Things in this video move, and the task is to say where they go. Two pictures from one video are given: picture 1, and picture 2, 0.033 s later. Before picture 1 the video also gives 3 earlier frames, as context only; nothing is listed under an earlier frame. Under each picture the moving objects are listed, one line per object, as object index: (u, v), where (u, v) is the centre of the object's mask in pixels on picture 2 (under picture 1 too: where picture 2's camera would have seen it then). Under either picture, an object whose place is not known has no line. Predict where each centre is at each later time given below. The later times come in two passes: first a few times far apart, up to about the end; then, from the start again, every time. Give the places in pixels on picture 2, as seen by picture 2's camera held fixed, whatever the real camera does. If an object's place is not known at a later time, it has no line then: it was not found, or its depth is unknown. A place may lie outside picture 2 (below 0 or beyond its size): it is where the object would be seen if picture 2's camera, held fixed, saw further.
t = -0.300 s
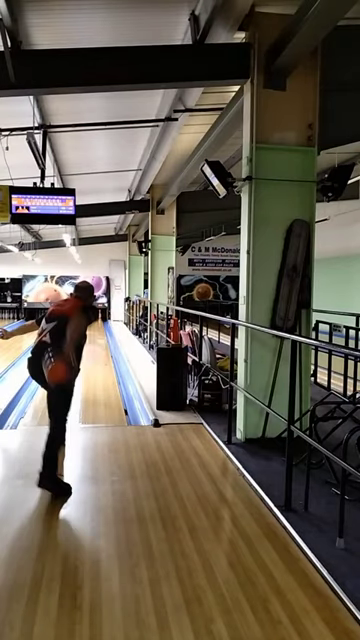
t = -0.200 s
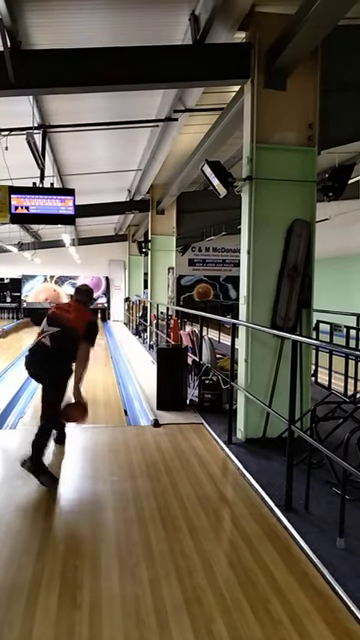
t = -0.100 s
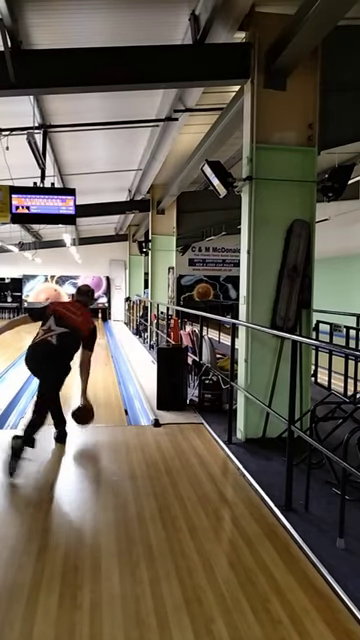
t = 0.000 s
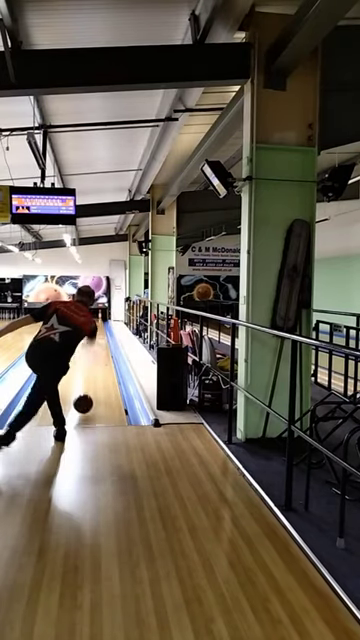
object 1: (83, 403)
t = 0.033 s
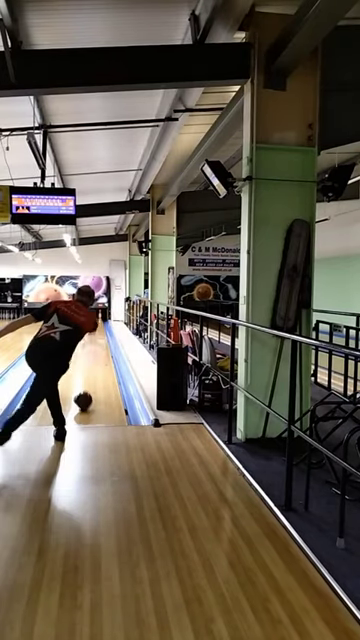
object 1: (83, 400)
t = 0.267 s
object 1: (83, 373)
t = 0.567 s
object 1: (83, 353)
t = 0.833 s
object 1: (82, 342)
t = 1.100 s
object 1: (82, 334)
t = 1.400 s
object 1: (82, 327)
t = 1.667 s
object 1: (81, 323)
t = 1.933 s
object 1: (80, 320)
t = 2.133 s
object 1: (80, 319)
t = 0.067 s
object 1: (83, 396)
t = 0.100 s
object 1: (83, 392)
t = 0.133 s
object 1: (83, 387)
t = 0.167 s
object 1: (83, 384)
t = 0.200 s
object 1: (83, 380)
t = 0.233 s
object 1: (83, 377)
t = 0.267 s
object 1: (83, 373)
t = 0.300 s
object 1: (83, 370)
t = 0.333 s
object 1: (83, 368)
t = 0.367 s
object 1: (83, 365)
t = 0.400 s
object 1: (83, 363)
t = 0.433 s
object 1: (83, 361)
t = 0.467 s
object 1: (83, 359)
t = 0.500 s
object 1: (83, 357)
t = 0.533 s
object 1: (83, 355)
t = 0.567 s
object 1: (83, 353)
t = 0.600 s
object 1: (83, 351)
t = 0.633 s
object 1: (83, 350)
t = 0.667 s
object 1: (83, 348)
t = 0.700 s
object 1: (84, 347)
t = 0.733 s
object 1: (83, 346)
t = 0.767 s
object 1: (82, 344)
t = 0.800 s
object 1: (82, 343)
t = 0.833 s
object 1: (82, 342)
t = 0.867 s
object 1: (82, 341)
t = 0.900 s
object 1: (83, 340)
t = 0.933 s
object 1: (83, 339)
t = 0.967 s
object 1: (82, 338)
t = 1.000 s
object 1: (82, 337)
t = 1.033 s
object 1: (82, 336)
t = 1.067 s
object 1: (82, 335)
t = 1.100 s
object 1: (82, 334)
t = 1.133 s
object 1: (82, 333)
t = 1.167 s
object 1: (82, 332)
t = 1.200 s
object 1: (82, 331)
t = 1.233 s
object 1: (82, 331)
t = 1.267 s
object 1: (82, 330)
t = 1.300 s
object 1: (82, 329)
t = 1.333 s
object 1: (82, 329)
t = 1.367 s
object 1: (82, 328)
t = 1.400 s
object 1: (82, 327)
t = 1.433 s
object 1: (82, 327)
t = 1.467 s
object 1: (82, 326)
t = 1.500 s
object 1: (82, 325)
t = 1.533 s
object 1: (82, 325)
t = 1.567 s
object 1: (82, 325)
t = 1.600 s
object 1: (82, 324)
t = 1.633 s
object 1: (82, 323)
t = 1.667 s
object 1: (81, 323)
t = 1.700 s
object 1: (81, 323)
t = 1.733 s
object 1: (81, 322)
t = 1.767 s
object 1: (81, 322)
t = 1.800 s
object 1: (81, 321)
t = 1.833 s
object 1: (81, 320)
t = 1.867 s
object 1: (81, 320)
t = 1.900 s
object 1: (81, 320)
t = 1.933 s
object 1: (80, 320)
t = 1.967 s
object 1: (80, 319)
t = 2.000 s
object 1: (80, 319)
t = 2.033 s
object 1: (80, 320)
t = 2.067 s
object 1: (80, 319)
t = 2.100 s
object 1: (81, 319)
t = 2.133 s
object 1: (80, 319)
